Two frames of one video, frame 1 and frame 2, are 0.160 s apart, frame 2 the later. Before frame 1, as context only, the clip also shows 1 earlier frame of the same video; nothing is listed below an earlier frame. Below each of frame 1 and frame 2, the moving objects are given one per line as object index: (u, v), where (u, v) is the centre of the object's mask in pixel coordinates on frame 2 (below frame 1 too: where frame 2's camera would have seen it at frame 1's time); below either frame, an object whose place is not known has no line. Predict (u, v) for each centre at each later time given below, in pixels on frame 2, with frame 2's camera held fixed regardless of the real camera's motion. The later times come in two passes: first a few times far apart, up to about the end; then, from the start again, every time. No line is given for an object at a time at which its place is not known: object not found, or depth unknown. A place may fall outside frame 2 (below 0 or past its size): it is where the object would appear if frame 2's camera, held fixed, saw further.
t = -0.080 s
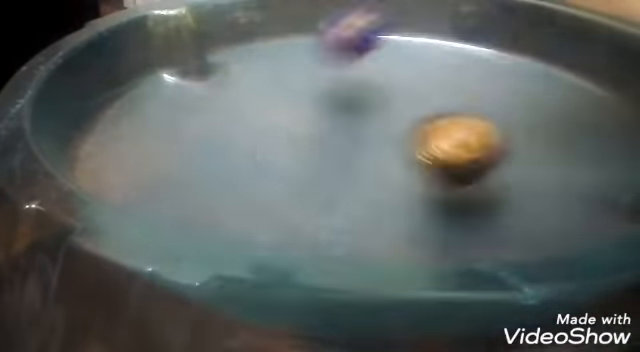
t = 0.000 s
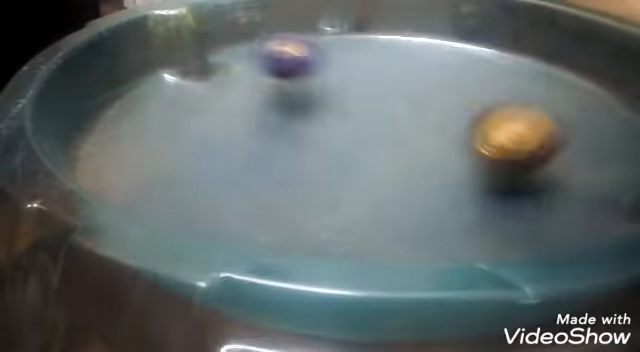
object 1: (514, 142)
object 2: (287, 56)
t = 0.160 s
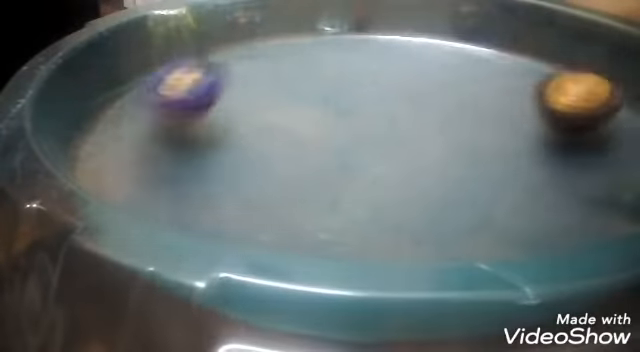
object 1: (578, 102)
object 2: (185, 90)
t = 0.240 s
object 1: (586, 82)
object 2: (158, 133)
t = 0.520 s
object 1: (494, 72)
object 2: (513, 234)
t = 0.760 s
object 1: (354, 103)
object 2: (385, 154)
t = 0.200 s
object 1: (583, 91)
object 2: (164, 113)
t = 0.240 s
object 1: (586, 82)
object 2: (158, 133)
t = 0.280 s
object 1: (586, 74)
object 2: (161, 159)
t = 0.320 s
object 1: (577, 71)
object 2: (179, 185)
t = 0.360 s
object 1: (563, 67)
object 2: (216, 204)
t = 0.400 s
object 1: (547, 67)
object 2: (278, 226)
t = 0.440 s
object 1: (531, 68)
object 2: (343, 234)
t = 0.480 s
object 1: (514, 70)
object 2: (429, 236)
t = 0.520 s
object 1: (494, 72)
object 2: (513, 234)
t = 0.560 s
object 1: (474, 75)
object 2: (584, 216)
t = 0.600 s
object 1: (451, 81)
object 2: (596, 200)
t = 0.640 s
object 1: (423, 88)
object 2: (534, 168)
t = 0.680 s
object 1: (402, 96)
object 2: (473, 158)
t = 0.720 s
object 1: (380, 108)
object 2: (420, 154)
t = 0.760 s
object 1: (354, 103)
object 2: (385, 154)
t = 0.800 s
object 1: (326, 98)
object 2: (354, 158)
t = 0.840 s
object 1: (303, 87)
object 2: (323, 165)
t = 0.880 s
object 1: (282, 74)
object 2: (296, 171)
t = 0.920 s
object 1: (266, 54)
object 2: (267, 178)
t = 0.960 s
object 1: (250, 47)
